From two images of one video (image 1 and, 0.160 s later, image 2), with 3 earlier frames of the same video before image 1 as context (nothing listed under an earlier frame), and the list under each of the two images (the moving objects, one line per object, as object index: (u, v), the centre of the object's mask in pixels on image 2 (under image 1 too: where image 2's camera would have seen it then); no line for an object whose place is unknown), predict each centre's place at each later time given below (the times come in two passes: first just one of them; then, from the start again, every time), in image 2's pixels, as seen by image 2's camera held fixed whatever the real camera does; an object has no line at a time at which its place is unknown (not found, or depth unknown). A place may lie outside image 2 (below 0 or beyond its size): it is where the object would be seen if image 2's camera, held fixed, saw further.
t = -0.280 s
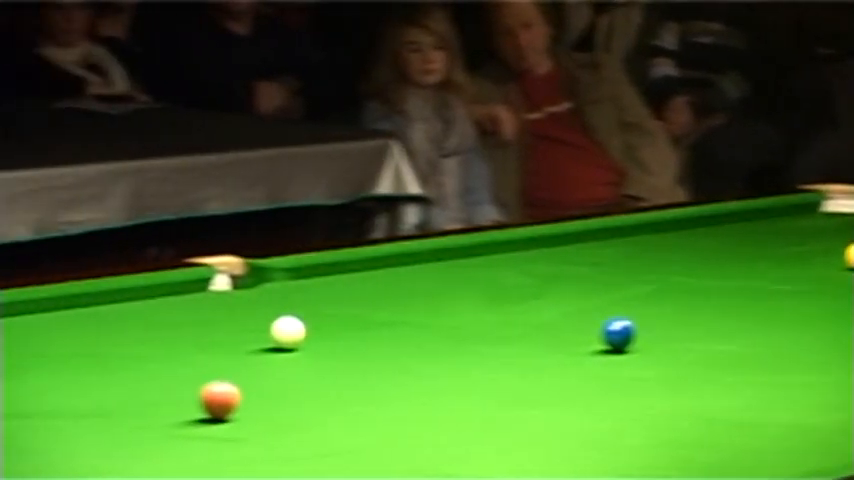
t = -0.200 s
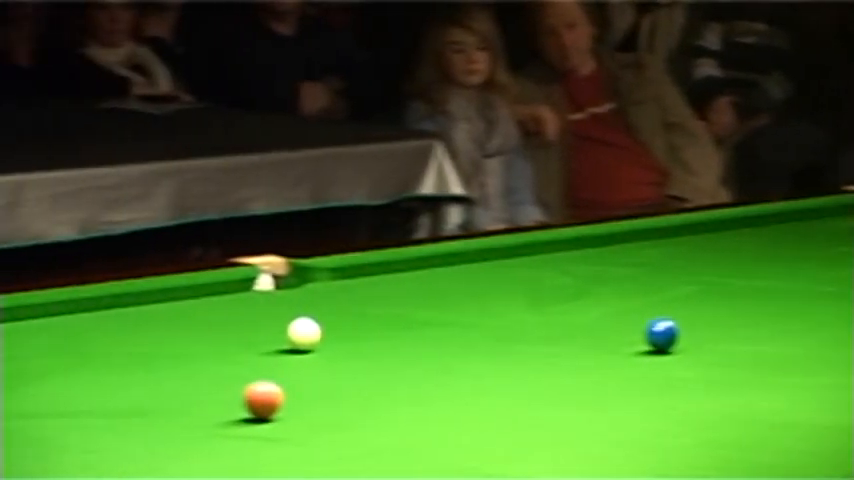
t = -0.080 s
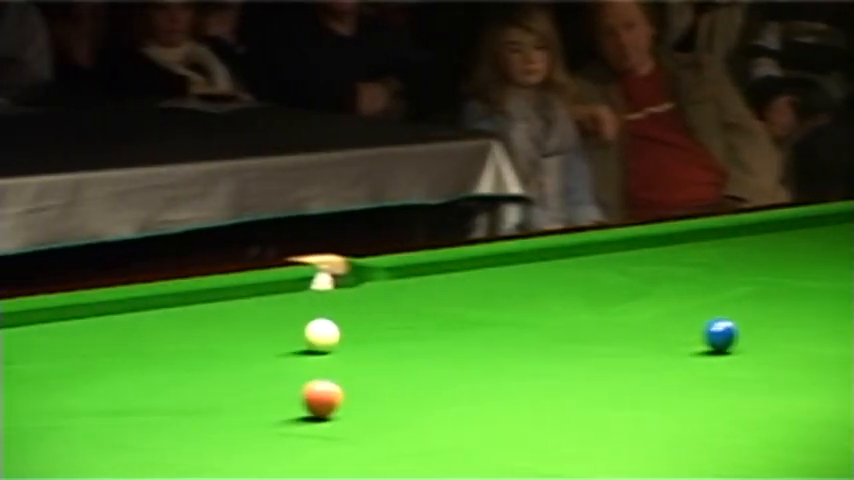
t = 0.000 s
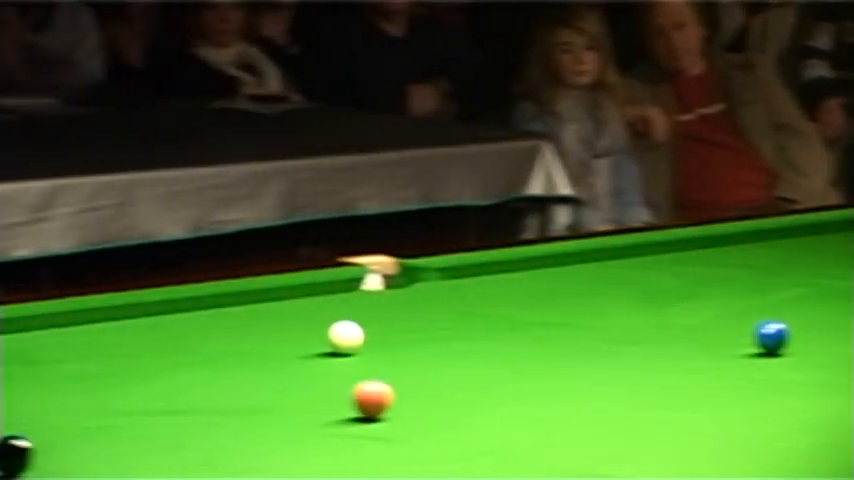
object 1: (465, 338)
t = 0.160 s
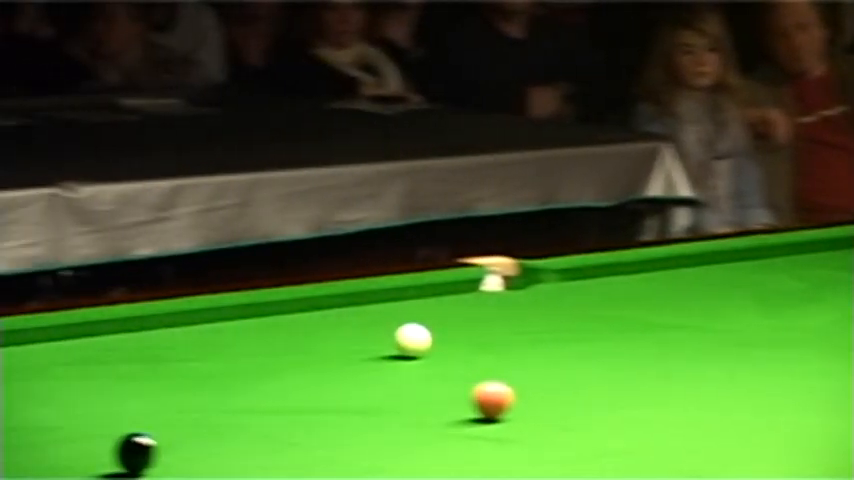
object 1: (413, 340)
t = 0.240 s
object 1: (387, 341)
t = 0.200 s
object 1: (400, 340)
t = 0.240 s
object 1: (387, 341)
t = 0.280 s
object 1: (375, 341)
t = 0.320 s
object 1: (362, 342)
